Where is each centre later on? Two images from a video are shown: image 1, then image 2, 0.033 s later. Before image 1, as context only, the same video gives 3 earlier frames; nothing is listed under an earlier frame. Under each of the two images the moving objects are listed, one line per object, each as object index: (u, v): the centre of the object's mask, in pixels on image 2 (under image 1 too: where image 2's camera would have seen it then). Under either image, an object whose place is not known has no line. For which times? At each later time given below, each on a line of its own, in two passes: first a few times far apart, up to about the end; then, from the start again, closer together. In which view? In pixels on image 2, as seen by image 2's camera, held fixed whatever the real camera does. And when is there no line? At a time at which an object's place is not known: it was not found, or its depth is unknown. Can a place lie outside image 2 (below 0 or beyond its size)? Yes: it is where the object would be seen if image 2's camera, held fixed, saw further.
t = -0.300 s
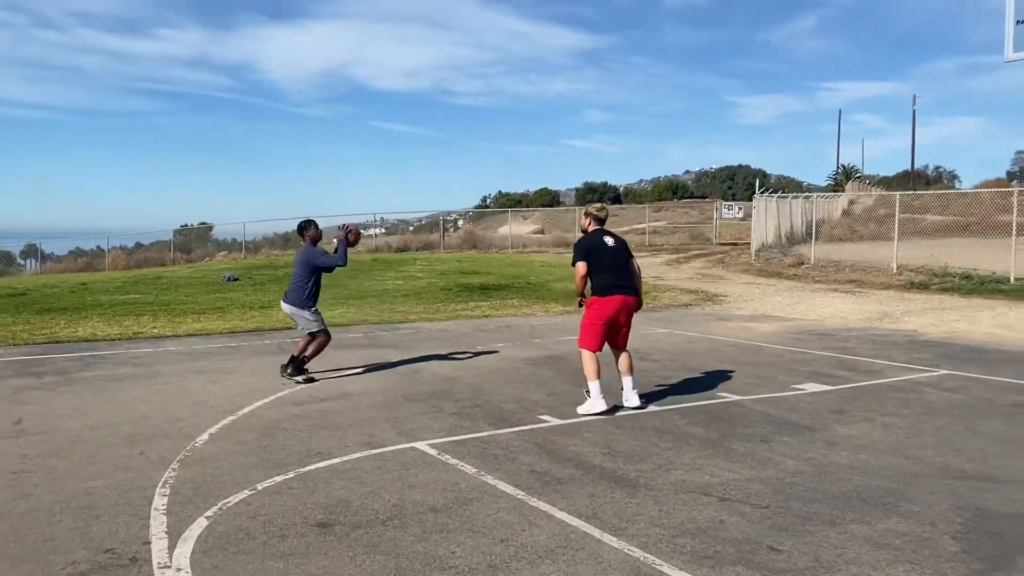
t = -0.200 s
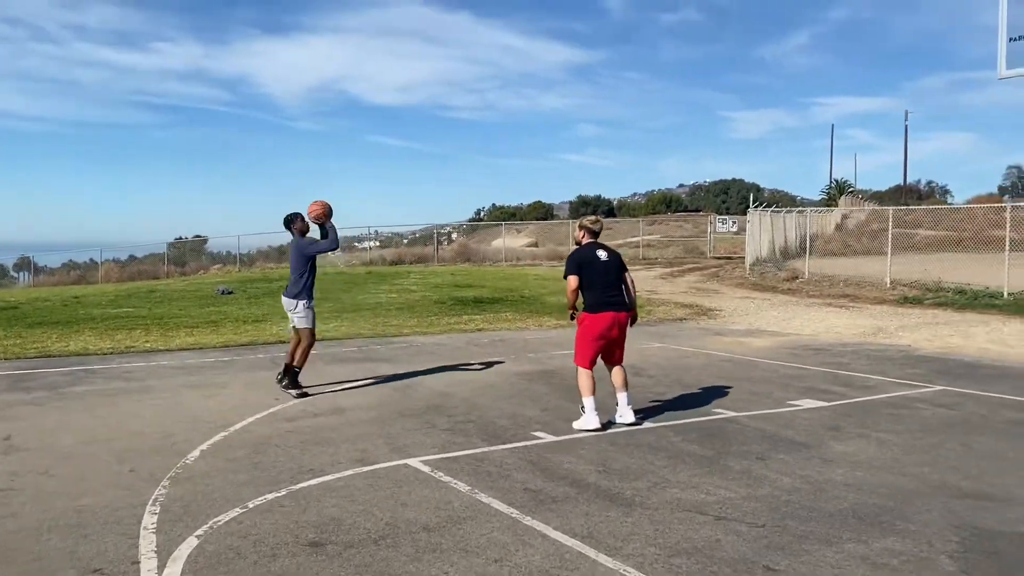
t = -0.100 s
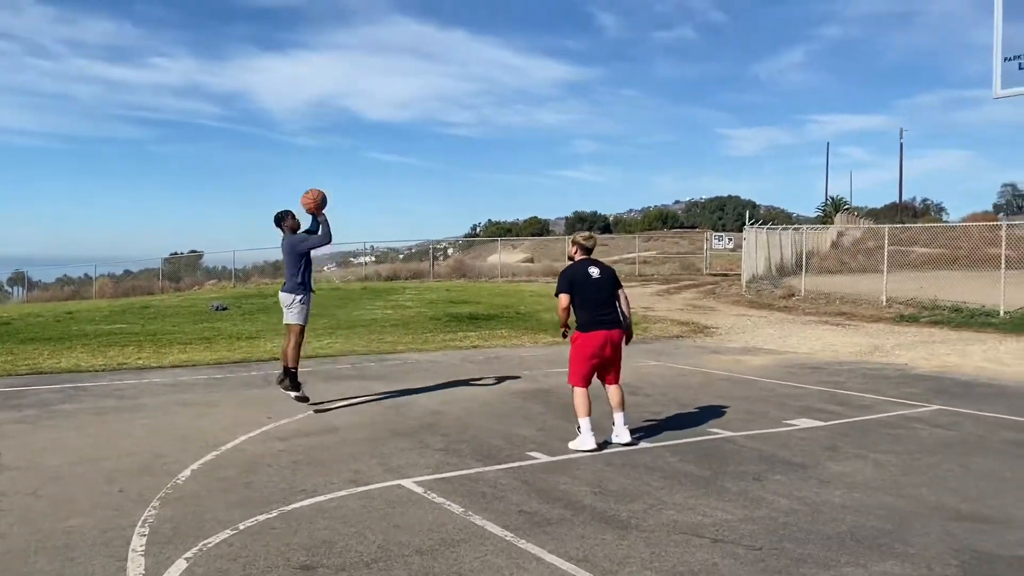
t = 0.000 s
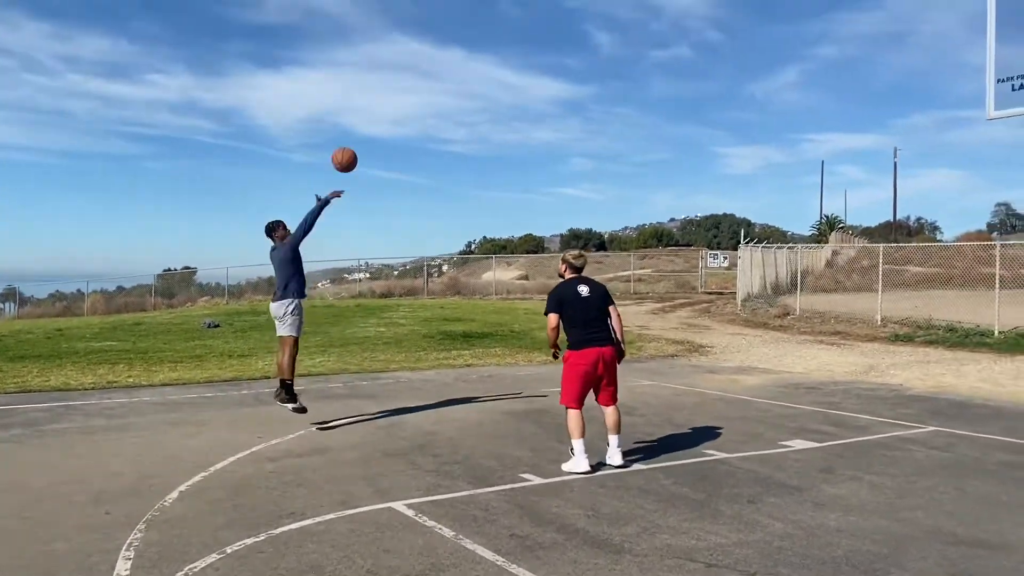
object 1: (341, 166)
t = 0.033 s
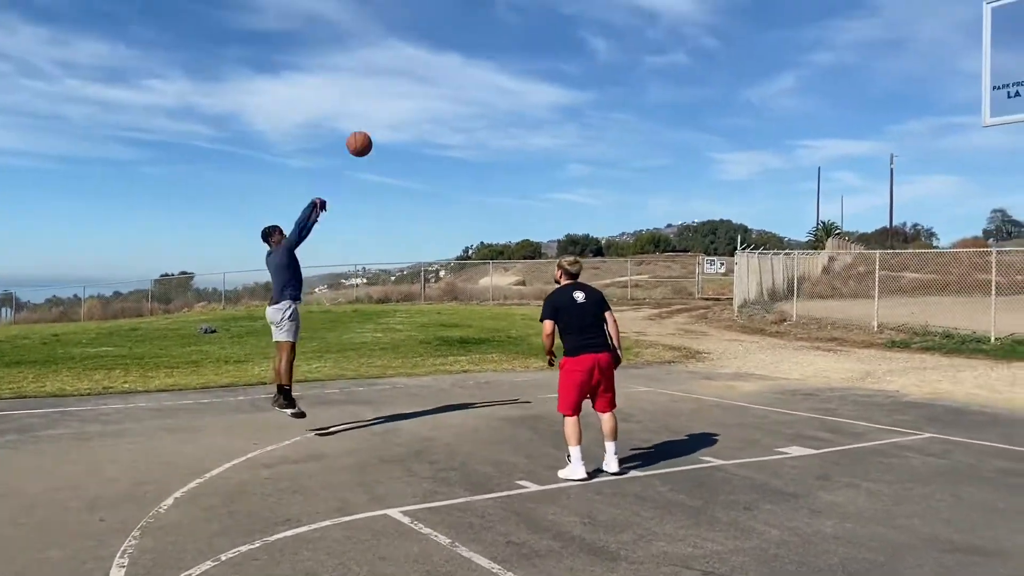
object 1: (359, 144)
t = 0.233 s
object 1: (471, 34)
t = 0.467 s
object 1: (611, -48)
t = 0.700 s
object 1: (762, -71)
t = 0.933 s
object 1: (928, -32)
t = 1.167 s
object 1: (1097, 90)
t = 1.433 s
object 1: (1031, 111)
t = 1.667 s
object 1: (1024, 142)
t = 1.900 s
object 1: (1015, 252)
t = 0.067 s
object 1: (377, 123)
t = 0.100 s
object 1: (396, 103)
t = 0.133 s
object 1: (414, 85)
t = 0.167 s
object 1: (433, 67)
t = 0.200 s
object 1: (452, 50)
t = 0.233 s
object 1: (471, 34)
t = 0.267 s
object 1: (490, 20)
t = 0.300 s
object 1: (509, 5)
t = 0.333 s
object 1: (529, -8)
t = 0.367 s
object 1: (548, -20)
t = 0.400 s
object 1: (569, -30)
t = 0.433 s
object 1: (589, -40)
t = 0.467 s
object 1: (611, -48)
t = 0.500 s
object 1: (631, -54)
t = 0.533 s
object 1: (653, -58)
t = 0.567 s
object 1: (674, -62)
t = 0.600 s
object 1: (696, -65)
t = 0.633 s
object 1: (718, -67)
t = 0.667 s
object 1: (740, -70)
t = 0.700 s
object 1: (762, -71)
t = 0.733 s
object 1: (785, -71)
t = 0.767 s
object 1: (807, -69)
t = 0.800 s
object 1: (831, -65)
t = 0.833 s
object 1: (854, -59)
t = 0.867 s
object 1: (879, -51)
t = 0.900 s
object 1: (903, -43)
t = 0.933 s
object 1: (928, -32)
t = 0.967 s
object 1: (953, -20)
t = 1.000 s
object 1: (978, -7)
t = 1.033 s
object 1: (1004, 8)
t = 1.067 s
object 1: (1030, 26)
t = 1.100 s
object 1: (1057, 43)
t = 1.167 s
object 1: (1097, 90)
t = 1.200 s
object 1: (1074, 105)
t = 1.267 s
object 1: (1046, 119)
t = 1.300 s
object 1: (1040, 114)
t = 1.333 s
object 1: (1039, 110)
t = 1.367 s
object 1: (1037, 107)
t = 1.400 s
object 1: (1034, 110)
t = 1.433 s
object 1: (1031, 111)
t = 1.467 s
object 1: (1029, 112)
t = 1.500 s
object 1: (1028, 113)
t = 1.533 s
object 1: (1028, 115)
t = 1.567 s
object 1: (1027, 119)
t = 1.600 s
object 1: (1027, 125)
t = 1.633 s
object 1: (1025, 133)
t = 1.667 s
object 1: (1024, 142)
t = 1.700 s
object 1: (1023, 154)
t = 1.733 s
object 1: (1021, 166)
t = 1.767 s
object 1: (1023, 180)
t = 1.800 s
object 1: (1021, 196)
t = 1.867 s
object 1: (1018, 231)
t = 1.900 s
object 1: (1015, 252)
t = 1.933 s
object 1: (1013, 273)
